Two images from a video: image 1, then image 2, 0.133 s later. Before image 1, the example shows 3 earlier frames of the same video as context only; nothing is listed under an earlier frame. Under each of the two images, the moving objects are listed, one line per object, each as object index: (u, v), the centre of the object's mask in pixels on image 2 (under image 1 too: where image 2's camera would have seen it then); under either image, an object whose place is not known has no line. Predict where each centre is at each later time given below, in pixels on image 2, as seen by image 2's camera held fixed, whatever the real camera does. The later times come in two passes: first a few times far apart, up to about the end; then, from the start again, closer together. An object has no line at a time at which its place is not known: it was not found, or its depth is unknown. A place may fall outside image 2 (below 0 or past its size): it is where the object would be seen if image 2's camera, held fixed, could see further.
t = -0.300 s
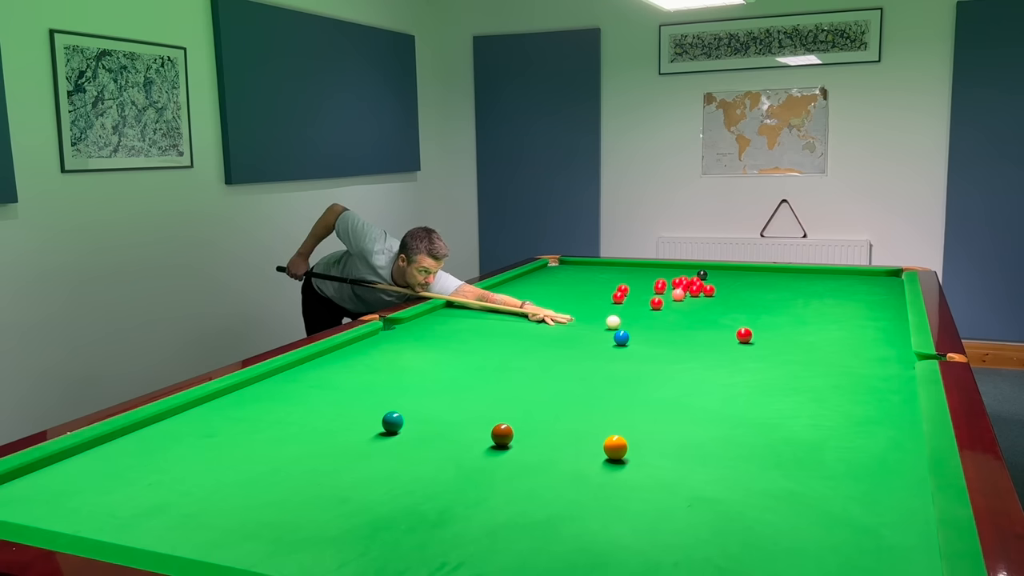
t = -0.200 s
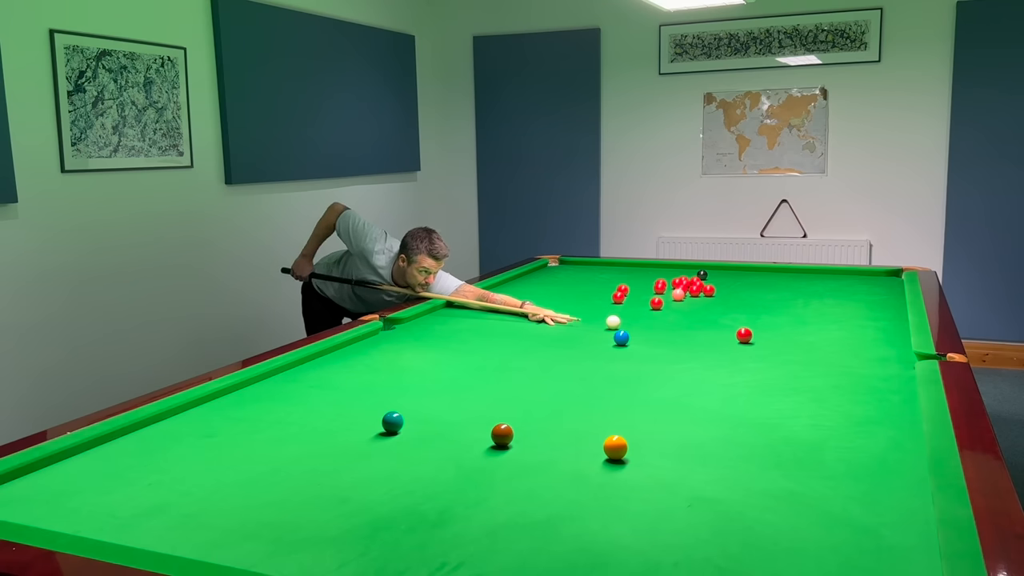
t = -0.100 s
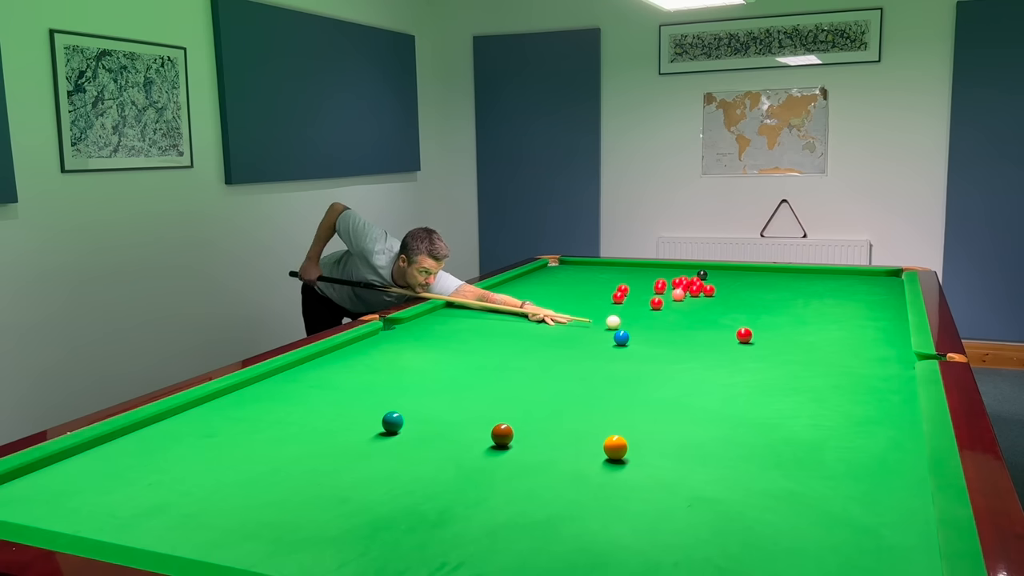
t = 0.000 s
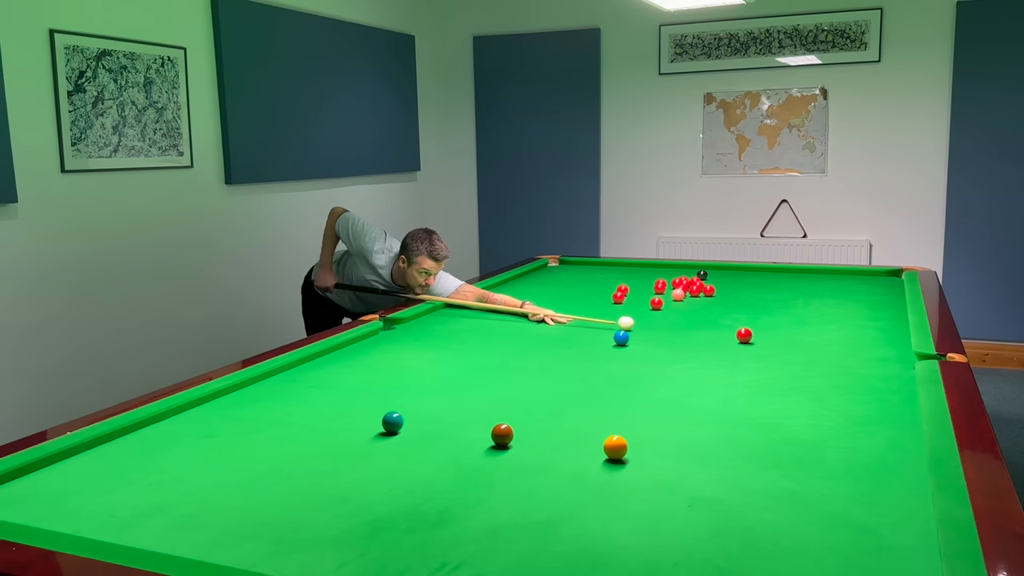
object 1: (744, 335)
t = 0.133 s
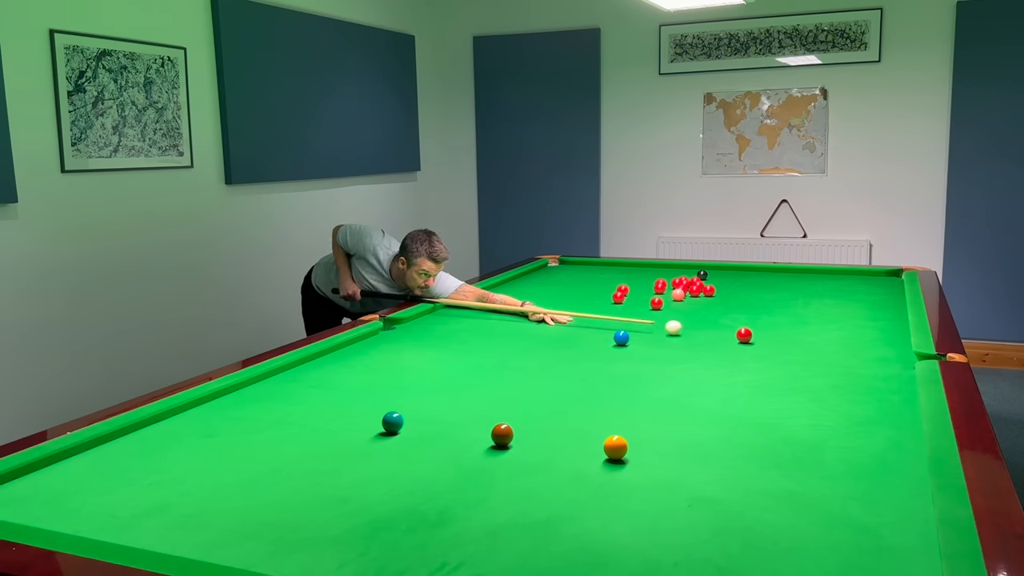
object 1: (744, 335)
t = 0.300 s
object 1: (744, 335)
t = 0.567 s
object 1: (784, 342)
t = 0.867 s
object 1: (830, 350)
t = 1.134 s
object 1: (870, 358)
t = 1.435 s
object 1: (900, 364)
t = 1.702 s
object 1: (878, 361)
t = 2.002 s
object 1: (856, 358)
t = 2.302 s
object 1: (838, 356)
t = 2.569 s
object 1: (823, 355)
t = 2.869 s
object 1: (810, 353)
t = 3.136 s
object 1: (801, 352)
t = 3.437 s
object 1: (792, 351)
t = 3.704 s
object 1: (786, 350)
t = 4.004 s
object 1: (783, 350)
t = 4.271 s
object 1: (782, 350)
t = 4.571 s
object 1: (782, 350)
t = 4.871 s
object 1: (782, 350)
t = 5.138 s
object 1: (782, 350)
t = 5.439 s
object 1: (782, 350)
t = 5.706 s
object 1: (782, 350)
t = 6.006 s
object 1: (782, 350)
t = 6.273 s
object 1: (782, 350)
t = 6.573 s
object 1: (782, 350)
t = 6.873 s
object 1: (782, 350)
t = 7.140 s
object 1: (782, 350)
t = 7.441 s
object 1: (782, 350)
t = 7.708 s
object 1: (782, 350)
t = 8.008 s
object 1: (782, 350)
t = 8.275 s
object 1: (782, 350)
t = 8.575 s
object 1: (782, 350)
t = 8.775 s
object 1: (782, 350)
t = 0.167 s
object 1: (744, 335)
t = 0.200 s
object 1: (744, 335)
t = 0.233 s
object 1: (744, 335)
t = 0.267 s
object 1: (744, 335)
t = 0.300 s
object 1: (744, 335)
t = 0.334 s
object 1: (744, 335)
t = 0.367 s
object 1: (751, 336)
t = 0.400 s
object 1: (758, 338)
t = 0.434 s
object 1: (764, 339)
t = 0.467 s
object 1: (769, 340)
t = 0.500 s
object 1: (775, 341)
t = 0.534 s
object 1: (779, 342)
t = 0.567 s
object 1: (784, 342)
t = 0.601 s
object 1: (789, 343)
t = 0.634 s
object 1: (794, 344)
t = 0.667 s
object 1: (799, 345)
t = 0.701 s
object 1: (804, 346)
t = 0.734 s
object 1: (809, 347)
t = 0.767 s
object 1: (814, 348)
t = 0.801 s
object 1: (820, 349)
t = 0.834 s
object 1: (825, 350)
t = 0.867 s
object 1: (830, 350)
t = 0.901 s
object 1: (835, 351)
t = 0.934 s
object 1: (840, 352)
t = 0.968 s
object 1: (845, 353)
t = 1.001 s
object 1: (850, 354)
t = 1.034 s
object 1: (855, 355)
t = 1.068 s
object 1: (860, 356)
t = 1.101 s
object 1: (865, 357)
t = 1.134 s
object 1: (870, 358)
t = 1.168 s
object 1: (875, 359)
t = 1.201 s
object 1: (881, 360)
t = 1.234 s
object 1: (886, 361)
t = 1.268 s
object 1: (891, 362)
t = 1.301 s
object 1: (896, 362)
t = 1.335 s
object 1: (901, 363)
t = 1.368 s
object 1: (906, 364)
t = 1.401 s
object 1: (904, 364)
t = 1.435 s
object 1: (900, 364)
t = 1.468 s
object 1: (897, 363)
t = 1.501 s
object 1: (894, 363)
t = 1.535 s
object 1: (892, 363)
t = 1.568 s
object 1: (889, 362)
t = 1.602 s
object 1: (886, 362)
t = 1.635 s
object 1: (883, 362)
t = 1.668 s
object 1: (881, 361)
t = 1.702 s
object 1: (878, 361)
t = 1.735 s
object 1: (875, 361)
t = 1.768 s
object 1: (873, 360)
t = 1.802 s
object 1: (870, 360)
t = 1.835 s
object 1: (868, 360)
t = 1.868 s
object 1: (865, 360)
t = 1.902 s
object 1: (863, 359)
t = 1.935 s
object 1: (861, 359)
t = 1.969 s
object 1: (858, 359)
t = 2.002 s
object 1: (856, 358)
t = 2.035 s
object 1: (854, 358)
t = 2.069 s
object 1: (851, 358)
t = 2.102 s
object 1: (850, 358)
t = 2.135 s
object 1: (848, 358)
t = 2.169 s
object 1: (846, 357)
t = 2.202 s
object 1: (844, 357)
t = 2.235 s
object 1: (842, 357)
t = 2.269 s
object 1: (840, 356)
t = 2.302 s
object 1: (838, 356)
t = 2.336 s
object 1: (836, 356)
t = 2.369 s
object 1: (834, 356)
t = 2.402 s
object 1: (832, 356)
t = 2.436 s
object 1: (830, 356)
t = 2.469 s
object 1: (829, 355)
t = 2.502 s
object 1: (827, 355)
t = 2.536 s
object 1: (825, 355)
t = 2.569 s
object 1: (823, 355)
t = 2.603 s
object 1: (822, 355)
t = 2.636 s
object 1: (820, 354)
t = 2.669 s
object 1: (819, 354)
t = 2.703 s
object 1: (817, 354)
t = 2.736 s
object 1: (816, 354)
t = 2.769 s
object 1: (814, 354)
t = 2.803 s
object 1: (813, 353)
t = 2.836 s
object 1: (811, 353)
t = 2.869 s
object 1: (810, 353)
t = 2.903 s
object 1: (809, 353)
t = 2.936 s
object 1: (808, 353)
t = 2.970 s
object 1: (806, 352)
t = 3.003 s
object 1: (805, 352)
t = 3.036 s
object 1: (804, 352)
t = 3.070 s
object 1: (803, 352)
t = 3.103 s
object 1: (802, 352)
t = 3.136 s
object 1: (801, 352)
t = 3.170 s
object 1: (799, 352)
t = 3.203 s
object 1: (798, 351)
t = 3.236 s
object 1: (798, 351)
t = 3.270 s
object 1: (797, 351)
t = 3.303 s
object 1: (796, 351)
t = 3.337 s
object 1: (795, 351)
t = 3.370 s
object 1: (794, 351)
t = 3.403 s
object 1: (793, 351)
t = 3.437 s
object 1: (792, 351)
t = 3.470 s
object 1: (791, 351)
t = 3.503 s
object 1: (790, 351)
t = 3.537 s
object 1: (790, 350)
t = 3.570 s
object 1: (789, 350)
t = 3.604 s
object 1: (788, 350)
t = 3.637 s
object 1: (788, 350)
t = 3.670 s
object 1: (787, 350)
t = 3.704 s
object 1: (786, 350)
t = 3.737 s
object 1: (786, 350)
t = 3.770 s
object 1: (785, 350)
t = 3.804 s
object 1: (785, 350)
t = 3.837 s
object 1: (785, 350)
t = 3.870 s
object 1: (784, 350)
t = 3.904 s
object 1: (784, 350)
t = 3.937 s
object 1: (783, 350)
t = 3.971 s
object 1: (783, 350)
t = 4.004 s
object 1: (783, 350)
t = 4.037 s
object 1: (783, 350)
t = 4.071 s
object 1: (783, 350)
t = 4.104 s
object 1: (782, 350)
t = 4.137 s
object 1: (782, 350)
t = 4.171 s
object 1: (782, 350)
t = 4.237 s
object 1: (782, 350)
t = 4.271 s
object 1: (782, 350)
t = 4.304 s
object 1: (782, 350)
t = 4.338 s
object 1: (782, 350)
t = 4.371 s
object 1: (782, 350)
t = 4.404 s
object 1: (782, 350)
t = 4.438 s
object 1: (782, 350)
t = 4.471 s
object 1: (782, 350)
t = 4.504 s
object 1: (782, 350)
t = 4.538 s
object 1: (782, 350)
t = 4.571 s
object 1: (782, 350)
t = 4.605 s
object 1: (782, 350)
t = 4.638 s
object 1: (782, 350)
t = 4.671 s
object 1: (782, 350)
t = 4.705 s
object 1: (782, 350)
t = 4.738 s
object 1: (782, 350)
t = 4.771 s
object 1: (782, 350)
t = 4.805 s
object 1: (782, 350)
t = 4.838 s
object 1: (782, 350)
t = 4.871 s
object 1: (782, 350)
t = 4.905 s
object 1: (782, 350)
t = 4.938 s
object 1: (782, 350)
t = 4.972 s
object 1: (782, 350)
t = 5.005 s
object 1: (782, 350)
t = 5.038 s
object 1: (782, 350)
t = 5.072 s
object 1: (782, 350)
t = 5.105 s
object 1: (782, 350)
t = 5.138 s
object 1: (782, 350)
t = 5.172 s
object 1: (782, 350)
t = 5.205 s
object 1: (782, 350)
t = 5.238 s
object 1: (782, 350)
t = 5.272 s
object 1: (782, 350)
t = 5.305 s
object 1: (782, 350)
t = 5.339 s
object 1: (782, 350)
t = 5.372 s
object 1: (782, 350)
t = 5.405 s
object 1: (782, 350)
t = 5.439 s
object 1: (782, 350)
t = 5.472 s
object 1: (782, 350)
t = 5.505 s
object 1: (782, 350)
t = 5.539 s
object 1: (782, 350)
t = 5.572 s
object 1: (782, 350)
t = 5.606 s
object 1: (782, 350)
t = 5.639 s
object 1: (782, 350)
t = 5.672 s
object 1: (782, 350)
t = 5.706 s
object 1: (782, 350)
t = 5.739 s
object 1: (782, 350)
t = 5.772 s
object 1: (782, 350)
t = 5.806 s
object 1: (782, 350)
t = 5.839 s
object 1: (782, 350)
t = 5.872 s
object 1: (782, 350)
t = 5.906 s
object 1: (782, 350)
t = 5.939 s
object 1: (782, 350)
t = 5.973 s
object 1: (782, 350)
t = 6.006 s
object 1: (782, 350)
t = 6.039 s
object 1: (782, 350)
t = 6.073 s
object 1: (782, 350)
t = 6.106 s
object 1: (782, 350)
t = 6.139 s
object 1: (782, 350)
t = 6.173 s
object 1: (782, 350)
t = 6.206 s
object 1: (782, 350)
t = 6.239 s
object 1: (782, 350)
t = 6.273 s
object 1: (782, 350)
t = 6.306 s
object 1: (782, 350)
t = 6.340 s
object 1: (782, 350)
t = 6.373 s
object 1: (782, 350)
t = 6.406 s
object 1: (782, 350)
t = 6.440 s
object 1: (782, 350)
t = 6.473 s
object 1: (782, 350)
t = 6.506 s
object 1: (782, 350)
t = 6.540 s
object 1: (782, 350)
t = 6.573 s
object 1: (782, 350)
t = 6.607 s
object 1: (782, 350)
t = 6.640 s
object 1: (782, 350)
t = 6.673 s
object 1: (782, 350)
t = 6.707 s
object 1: (782, 350)
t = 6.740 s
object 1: (782, 350)
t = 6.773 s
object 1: (782, 350)
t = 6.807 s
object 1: (782, 350)
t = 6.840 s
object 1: (782, 350)
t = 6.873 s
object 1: (782, 350)
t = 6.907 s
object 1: (782, 350)
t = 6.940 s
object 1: (782, 350)
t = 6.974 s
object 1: (782, 350)
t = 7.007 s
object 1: (782, 350)
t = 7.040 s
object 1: (782, 350)
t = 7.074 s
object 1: (782, 350)
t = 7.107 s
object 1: (782, 350)
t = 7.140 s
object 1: (782, 350)
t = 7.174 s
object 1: (782, 350)
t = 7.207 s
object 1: (782, 350)
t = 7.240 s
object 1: (782, 350)
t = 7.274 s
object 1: (782, 350)
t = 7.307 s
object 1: (782, 350)
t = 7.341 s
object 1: (782, 350)
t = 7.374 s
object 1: (782, 350)
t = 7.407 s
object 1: (782, 350)
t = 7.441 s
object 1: (782, 350)
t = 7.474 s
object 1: (782, 350)
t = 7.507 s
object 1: (782, 350)
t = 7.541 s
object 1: (782, 350)
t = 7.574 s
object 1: (782, 350)
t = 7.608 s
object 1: (782, 350)
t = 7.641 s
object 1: (782, 350)
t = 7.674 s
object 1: (782, 350)
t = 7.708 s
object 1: (782, 350)
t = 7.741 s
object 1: (782, 350)
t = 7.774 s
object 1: (782, 350)
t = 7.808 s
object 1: (782, 350)
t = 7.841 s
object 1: (782, 350)
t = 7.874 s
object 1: (782, 350)
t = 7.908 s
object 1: (782, 350)
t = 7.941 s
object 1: (782, 350)
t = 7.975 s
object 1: (782, 350)
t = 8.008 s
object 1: (782, 350)
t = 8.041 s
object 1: (782, 350)
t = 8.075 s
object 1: (782, 350)
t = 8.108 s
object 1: (782, 350)
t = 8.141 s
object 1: (782, 350)
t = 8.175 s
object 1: (782, 350)
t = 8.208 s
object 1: (782, 350)
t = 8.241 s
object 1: (782, 350)
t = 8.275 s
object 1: (782, 350)
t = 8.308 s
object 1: (782, 350)
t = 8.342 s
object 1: (782, 350)
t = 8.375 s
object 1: (782, 350)
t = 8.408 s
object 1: (782, 350)
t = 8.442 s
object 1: (782, 350)
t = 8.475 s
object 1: (782, 350)
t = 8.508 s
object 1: (782, 350)
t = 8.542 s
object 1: (782, 350)
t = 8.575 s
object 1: (782, 350)
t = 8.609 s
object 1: (782, 350)
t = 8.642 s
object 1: (782, 350)
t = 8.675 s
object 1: (782, 350)
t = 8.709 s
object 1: (782, 350)
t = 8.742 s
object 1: (782, 350)
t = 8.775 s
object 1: (782, 350)
